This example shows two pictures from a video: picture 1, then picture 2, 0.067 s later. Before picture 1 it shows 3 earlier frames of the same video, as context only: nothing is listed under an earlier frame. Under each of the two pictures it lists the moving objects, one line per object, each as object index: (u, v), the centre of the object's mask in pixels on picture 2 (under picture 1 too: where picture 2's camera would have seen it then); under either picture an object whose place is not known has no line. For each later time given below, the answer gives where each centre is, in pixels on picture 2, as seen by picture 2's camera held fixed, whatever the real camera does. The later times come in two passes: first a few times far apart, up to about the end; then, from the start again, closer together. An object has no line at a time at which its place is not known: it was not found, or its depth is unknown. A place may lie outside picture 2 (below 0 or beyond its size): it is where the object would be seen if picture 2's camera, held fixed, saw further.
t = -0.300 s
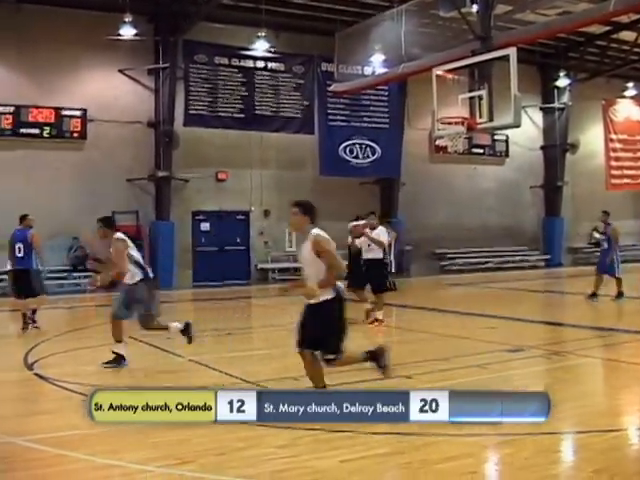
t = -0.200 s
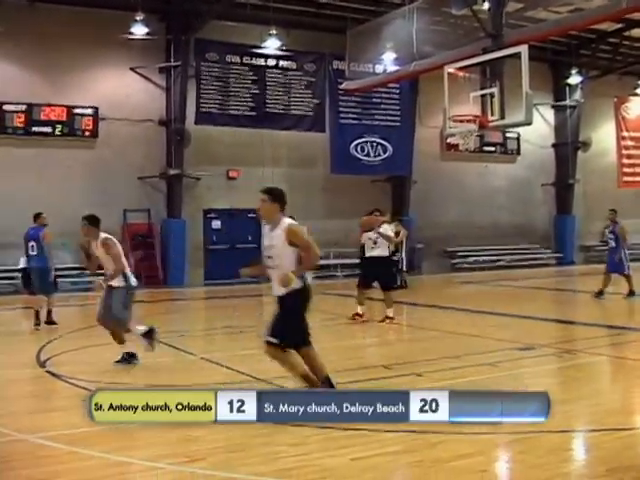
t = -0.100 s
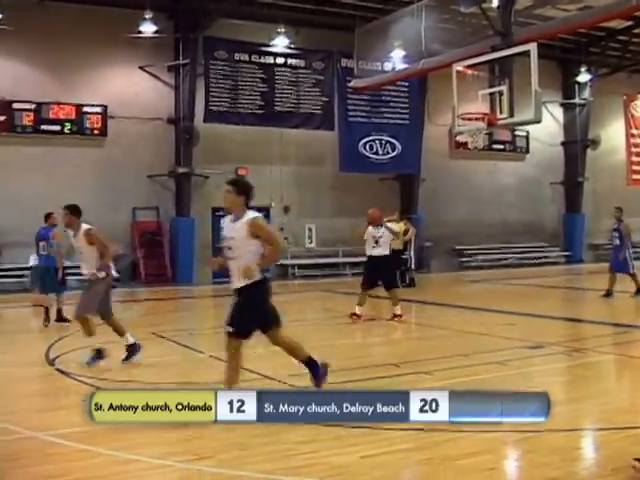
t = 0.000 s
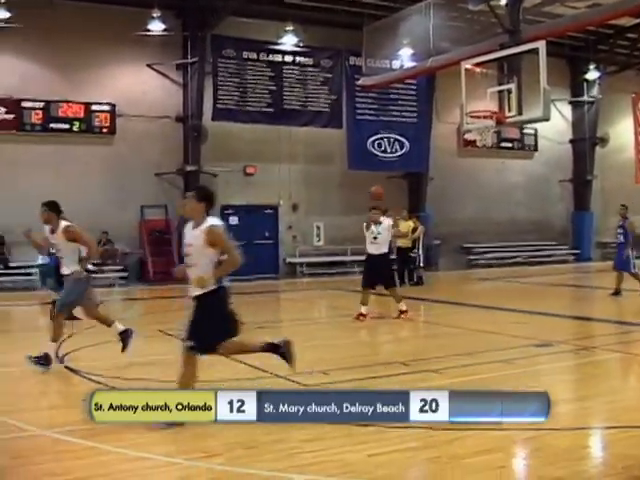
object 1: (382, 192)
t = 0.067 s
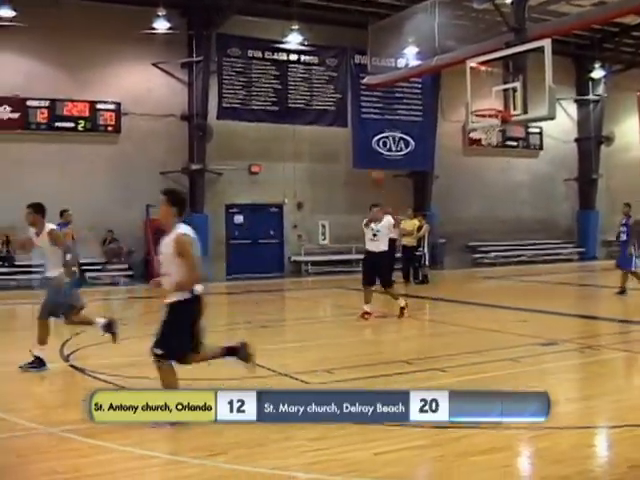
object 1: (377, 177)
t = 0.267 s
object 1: (366, 158)
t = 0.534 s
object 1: (341, 178)
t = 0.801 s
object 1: (312, 286)
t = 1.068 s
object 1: (276, 349)
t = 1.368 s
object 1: (239, 239)
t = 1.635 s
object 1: (197, 255)
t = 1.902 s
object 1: (143, 430)
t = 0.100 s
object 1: (375, 174)
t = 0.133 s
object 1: (374, 169)
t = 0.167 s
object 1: (372, 165)
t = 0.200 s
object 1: (370, 161)
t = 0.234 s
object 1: (368, 159)
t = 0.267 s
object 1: (366, 158)
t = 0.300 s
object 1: (363, 157)
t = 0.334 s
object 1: (360, 157)
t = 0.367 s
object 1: (357, 157)
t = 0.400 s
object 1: (355, 159)
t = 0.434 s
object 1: (352, 161)
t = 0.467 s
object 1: (349, 165)
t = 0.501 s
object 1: (345, 170)
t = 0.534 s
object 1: (341, 178)
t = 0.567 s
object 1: (339, 185)
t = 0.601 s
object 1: (335, 194)
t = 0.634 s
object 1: (332, 204)
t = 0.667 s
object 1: (328, 216)
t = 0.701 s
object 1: (324, 230)
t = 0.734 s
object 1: (321, 247)
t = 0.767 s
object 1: (316, 266)
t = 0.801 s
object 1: (312, 286)
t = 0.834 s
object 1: (307, 308)
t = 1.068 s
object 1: (276, 349)
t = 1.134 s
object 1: (268, 313)
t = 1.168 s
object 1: (264, 302)
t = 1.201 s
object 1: (261, 287)
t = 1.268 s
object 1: (253, 262)
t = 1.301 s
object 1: (248, 253)
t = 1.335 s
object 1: (244, 246)
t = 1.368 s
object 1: (239, 239)
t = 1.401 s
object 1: (235, 234)
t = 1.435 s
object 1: (230, 232)
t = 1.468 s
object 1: (226, 230)
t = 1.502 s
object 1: (221, 230)
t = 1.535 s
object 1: (215, 233)
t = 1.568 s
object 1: (209, 237)
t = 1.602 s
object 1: (203, 244)
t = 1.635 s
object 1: (197, 255)
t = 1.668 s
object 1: (191, 265)
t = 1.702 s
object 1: (186, 279)
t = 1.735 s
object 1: (178, 296)
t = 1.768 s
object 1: (171, 319)
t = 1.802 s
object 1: (165, 343)
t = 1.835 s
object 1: (158, 370)
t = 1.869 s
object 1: (151, 401)
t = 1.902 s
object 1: (143, 430)
